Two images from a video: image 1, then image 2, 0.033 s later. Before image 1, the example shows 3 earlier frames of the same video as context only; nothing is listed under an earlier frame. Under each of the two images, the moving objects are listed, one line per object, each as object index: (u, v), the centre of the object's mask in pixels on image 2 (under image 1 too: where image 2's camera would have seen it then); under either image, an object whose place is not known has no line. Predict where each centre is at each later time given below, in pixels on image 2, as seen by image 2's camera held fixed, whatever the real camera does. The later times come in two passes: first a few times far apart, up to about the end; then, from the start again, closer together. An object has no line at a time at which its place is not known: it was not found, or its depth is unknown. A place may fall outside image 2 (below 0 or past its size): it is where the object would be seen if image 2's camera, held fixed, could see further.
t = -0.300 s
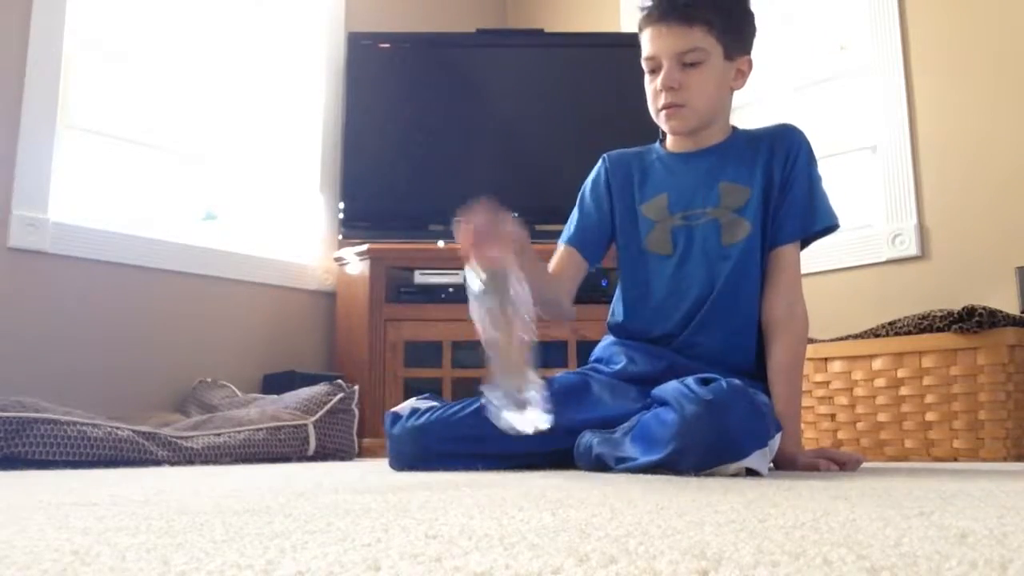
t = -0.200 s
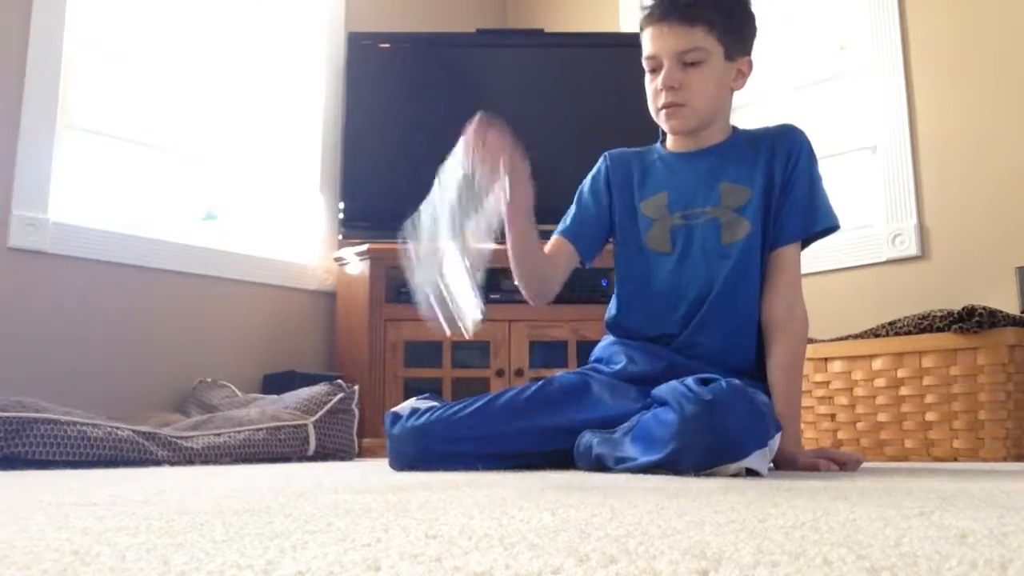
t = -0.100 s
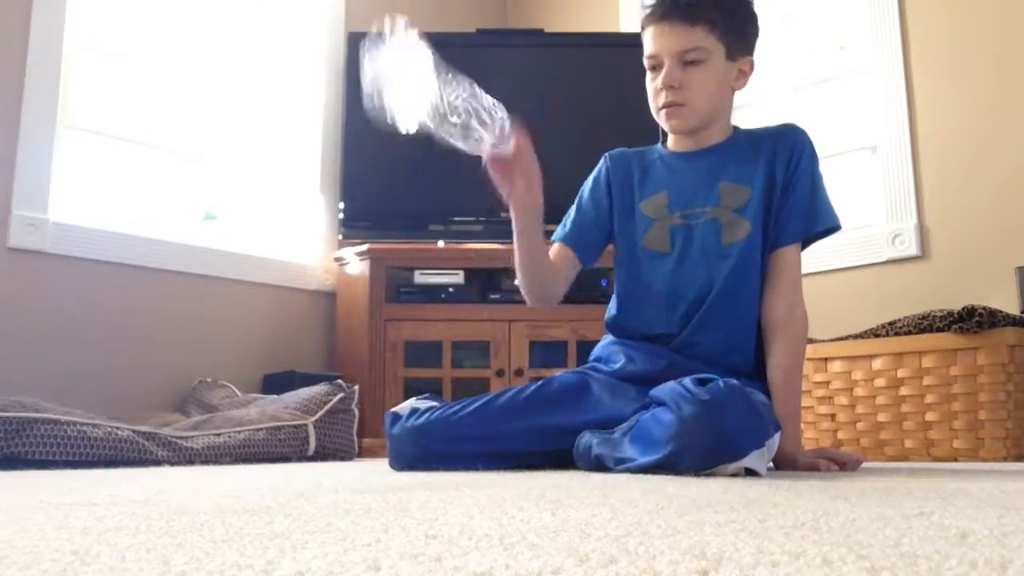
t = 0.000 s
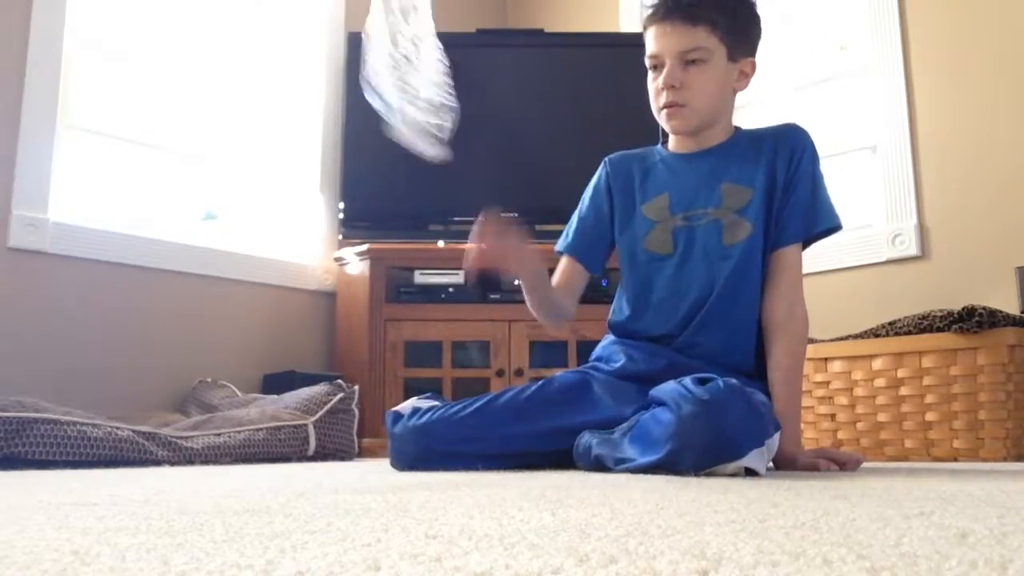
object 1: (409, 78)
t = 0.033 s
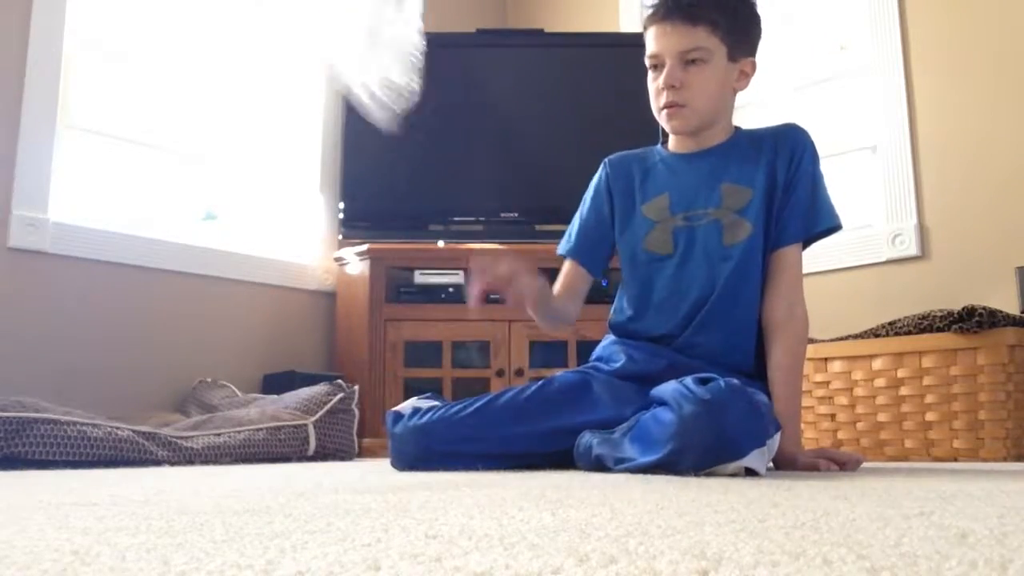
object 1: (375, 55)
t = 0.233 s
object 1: (385, 86)
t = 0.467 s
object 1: (388, 375)
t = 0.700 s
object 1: (403, 379)
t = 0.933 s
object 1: (401, 381)
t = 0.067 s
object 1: (362, 27)
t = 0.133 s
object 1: (403, 21)
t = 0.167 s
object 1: (398, 35)
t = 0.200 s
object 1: (392, 59)
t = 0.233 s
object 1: (385, 86)
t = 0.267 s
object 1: (380, 123)
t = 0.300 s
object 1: (378, 176)
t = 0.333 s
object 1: (378, 242)
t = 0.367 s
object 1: (376, 317)
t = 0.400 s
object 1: (377, 378)
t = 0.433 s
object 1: (381, 375)
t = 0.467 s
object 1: (388, 375)
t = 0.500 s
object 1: (397, 377)
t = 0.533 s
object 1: (405, 378)
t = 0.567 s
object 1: (409, 380)
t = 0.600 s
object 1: (411, 381)
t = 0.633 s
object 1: (411, 381)
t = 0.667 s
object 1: (408, 379)
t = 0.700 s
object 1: (403, 379)
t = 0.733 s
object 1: (399, 380)
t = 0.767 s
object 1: (399, 380)
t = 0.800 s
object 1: (400, 380)
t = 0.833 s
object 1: (402, 381)
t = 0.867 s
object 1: (401, 380)
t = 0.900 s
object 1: (401, 381)
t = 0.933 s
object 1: (401, 381)
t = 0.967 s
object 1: (401, 381)
